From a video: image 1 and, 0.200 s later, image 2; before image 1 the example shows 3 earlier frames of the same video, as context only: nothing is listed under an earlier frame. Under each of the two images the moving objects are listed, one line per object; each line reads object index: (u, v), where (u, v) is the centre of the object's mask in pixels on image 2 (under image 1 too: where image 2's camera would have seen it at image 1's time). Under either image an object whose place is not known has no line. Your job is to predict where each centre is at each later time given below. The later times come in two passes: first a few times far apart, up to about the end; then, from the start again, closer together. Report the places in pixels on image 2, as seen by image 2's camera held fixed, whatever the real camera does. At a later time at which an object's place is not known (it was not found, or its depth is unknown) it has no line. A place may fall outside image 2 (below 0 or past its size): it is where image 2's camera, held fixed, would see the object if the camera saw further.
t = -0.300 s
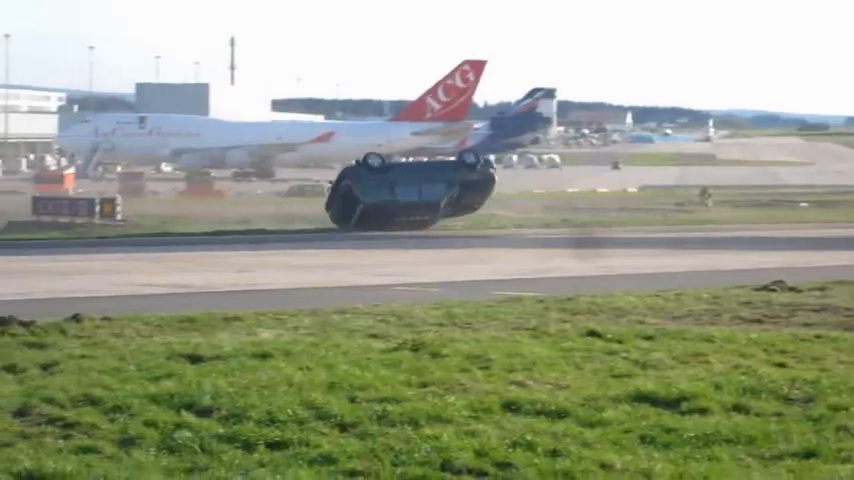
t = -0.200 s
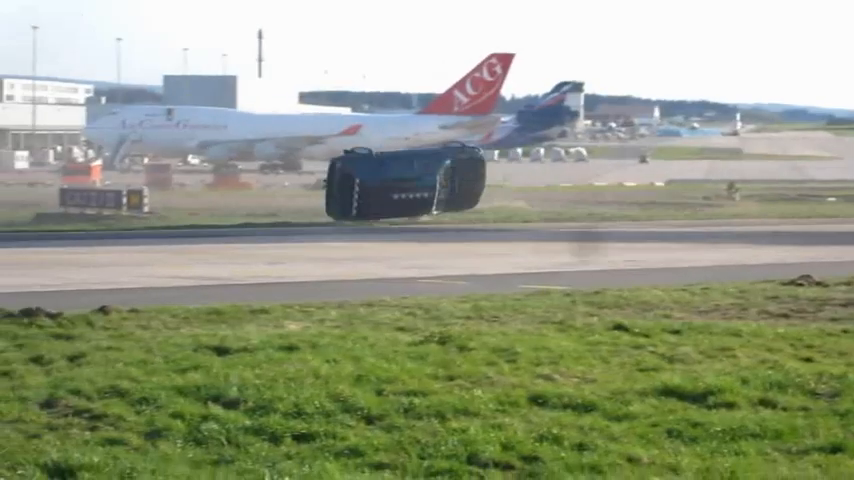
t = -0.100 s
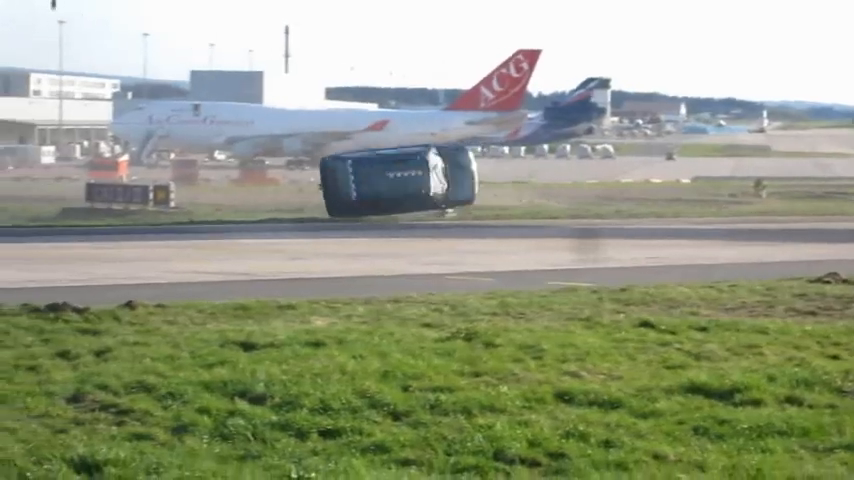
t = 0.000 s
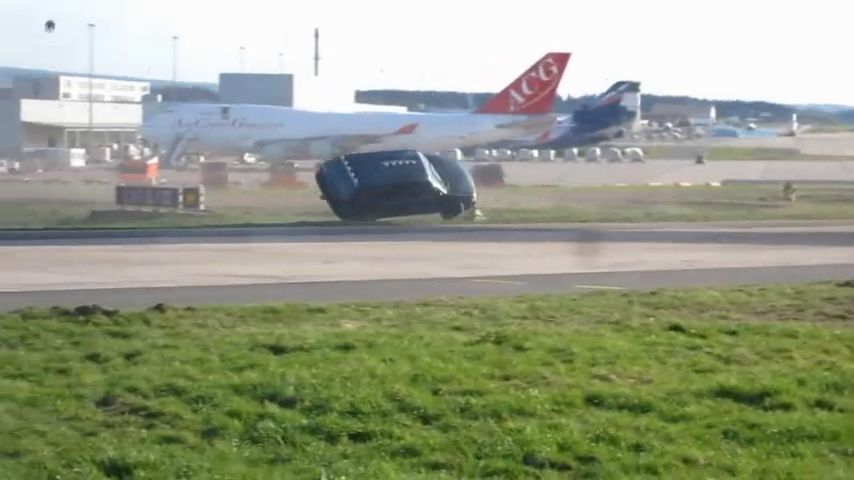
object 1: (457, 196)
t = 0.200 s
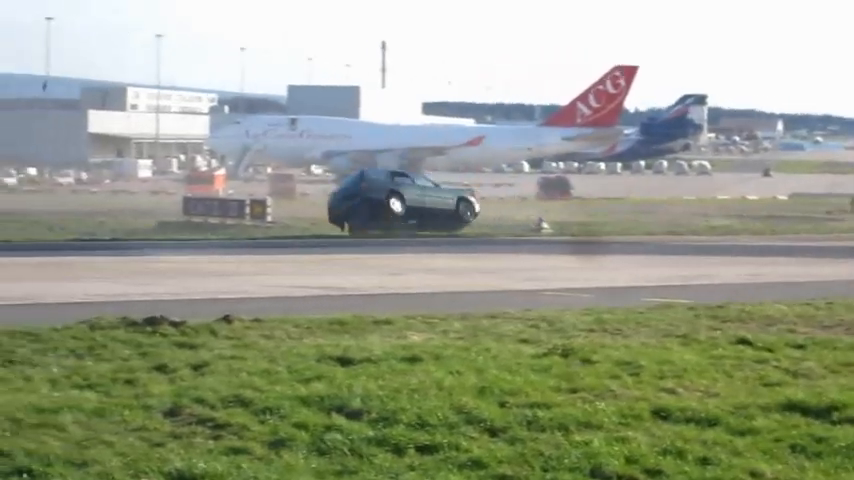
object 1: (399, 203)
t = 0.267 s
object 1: (385, 204)
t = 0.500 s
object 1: (347, 195)
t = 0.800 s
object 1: (287, 192)
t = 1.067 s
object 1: (232, 198)
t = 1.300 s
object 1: (193, 214)
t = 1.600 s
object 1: (154, 198)
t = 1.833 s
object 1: (119, 192)
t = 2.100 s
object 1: (93, 200)
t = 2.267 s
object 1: (85, 199)
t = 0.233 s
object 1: (390, 205)
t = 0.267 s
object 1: (385, 204)
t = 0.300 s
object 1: (379, 204)
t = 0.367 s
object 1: (369, 199)
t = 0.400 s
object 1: (364, 197)
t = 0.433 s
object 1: (360, 195)
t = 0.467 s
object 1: (353, 194)
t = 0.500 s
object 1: (347, 195)
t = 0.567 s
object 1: (334, 196)
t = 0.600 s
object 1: (327, 197)
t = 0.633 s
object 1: (320, 196)
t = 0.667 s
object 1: (312, 193)
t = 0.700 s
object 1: (305, 192)
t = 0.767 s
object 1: (293, 192)
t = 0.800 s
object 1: (287, 192)
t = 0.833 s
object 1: (280, 193)
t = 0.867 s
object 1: (274, 194)
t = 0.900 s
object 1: (266, 194)
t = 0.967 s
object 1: (250, 195)
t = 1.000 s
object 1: (244, 194)
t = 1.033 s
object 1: (237, 196)
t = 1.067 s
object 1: (232, 198)
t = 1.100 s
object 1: (227, 201)
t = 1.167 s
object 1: (215, 207)
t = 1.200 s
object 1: (207, 209)
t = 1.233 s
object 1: (201, 210)
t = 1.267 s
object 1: (198, 212)
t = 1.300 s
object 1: (193, 214)
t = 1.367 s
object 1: (185, 214)
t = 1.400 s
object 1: (182, 213)
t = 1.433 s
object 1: (172, 210)
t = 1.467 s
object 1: (177, 207)
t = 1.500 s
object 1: (175, 205)
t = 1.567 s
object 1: (167, 200)
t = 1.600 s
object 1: (154, 198)
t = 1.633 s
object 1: (149, 196)
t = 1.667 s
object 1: (144, 196)
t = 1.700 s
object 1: (153, 196)
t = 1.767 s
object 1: (132, 194)
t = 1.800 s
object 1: (128, 193)
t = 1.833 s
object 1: (119, 192)
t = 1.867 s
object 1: (113, 193)
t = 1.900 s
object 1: (110, 194)
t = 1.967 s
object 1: (102, 198)
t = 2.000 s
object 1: (100, 200)
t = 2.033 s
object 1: (99, 201)
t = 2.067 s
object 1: (96, 201)
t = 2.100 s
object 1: (93, 200)
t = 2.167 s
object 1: (89, 199)
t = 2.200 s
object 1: (87, 199)
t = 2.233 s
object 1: (86, 199)
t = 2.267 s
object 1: (85, 199)
